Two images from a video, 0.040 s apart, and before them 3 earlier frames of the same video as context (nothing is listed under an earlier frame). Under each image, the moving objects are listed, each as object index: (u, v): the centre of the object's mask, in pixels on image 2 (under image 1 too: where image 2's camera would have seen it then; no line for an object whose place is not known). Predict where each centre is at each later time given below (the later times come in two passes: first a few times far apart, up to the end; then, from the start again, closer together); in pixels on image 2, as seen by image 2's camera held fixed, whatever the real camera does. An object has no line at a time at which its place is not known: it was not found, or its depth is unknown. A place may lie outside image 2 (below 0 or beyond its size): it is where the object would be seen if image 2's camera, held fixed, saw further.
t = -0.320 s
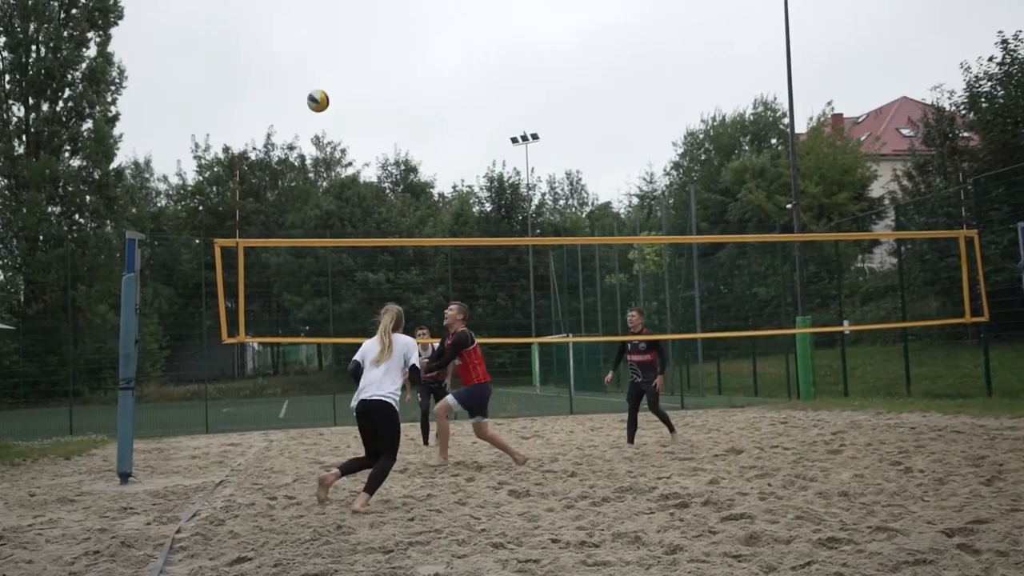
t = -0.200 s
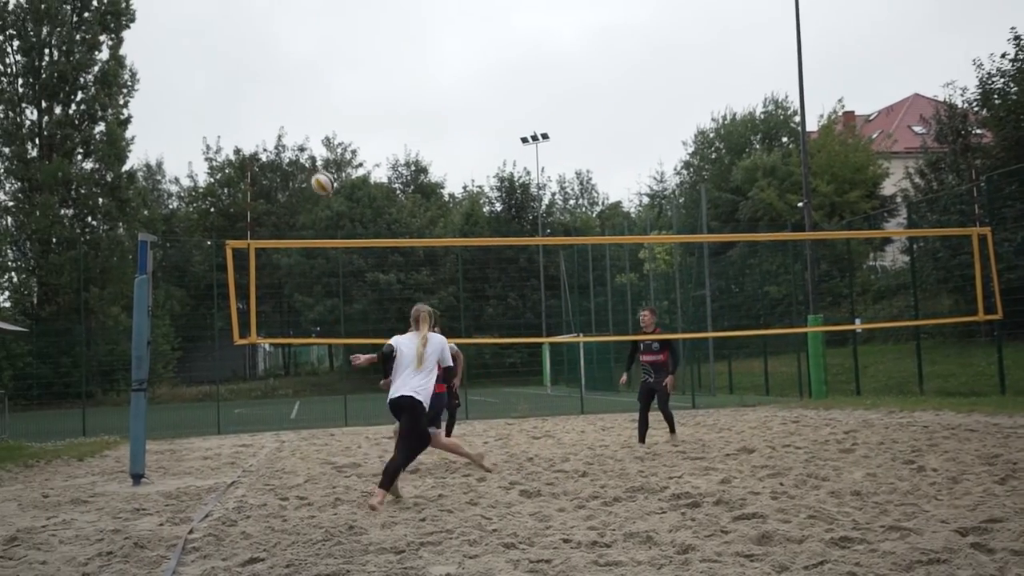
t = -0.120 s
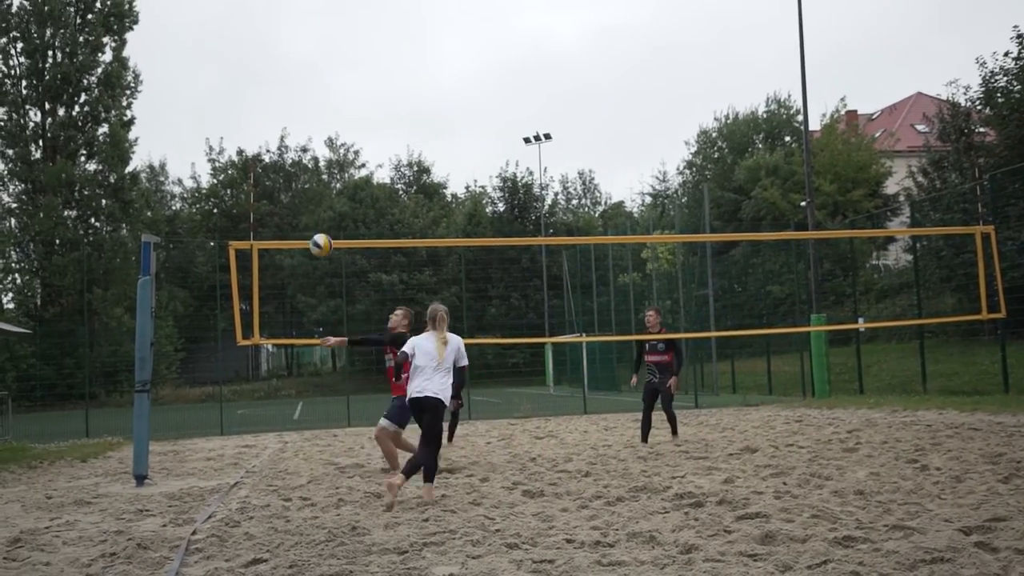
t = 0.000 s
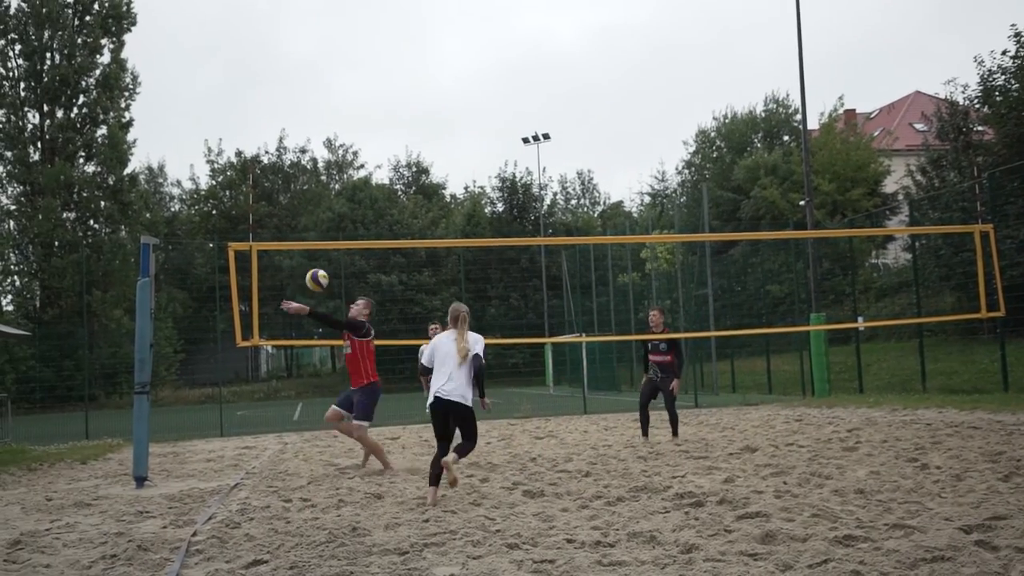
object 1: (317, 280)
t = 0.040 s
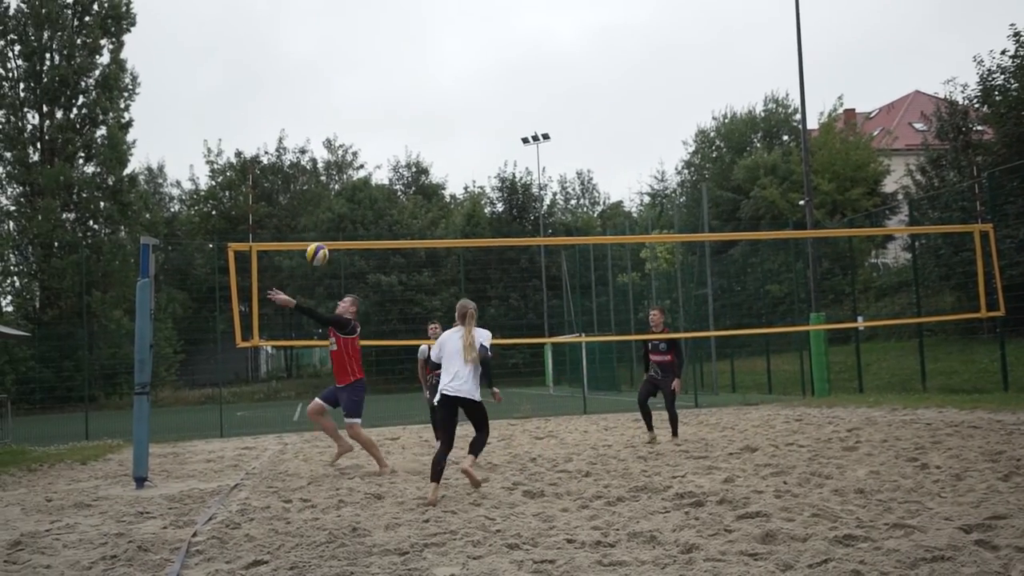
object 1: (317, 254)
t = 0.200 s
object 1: (321, 169)
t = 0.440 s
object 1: (329, 97)
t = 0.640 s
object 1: (337, 81)
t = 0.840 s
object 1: (347, 101)
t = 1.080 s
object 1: (359, 168)
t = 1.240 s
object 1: (366, 235)
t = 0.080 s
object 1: (317, 230)
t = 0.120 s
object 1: (319, 207)
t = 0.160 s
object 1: (320, 188)
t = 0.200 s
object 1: (321, 169)
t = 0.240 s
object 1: (322, 153)
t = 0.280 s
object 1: (323, 139)
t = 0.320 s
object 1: (324, 125)
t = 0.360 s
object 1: (326, 114)
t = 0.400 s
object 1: (328, 105)
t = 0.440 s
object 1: (329, 97)
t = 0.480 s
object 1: (330, 90)
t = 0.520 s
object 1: (332, 86)
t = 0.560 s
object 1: (334, 83)
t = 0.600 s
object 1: (336, 81)
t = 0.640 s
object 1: (337, 81)
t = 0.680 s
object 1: (339, 82)
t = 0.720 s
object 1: (341, 84)
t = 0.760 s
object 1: (343, 89)
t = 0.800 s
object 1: (345, 94)
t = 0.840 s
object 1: (347, 101)
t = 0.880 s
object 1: (349, 109)
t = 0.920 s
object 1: (351, 118)
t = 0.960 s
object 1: (353, 129)
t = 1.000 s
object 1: (355, 141)
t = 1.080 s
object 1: (359, 168)
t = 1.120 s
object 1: (361, 184)
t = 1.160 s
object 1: (363, 200)
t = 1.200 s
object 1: (364, 219)
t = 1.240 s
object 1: (366, 235)
